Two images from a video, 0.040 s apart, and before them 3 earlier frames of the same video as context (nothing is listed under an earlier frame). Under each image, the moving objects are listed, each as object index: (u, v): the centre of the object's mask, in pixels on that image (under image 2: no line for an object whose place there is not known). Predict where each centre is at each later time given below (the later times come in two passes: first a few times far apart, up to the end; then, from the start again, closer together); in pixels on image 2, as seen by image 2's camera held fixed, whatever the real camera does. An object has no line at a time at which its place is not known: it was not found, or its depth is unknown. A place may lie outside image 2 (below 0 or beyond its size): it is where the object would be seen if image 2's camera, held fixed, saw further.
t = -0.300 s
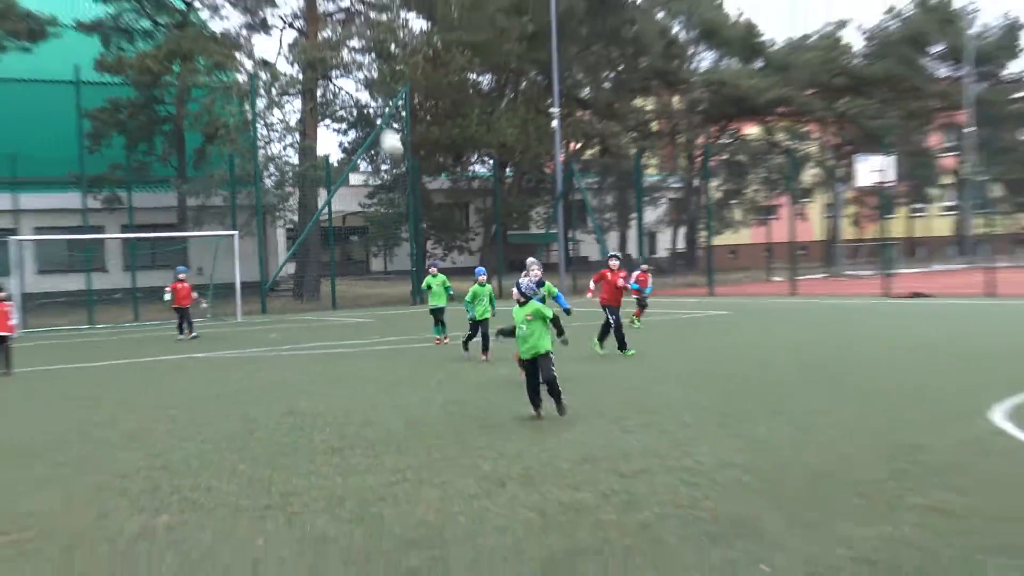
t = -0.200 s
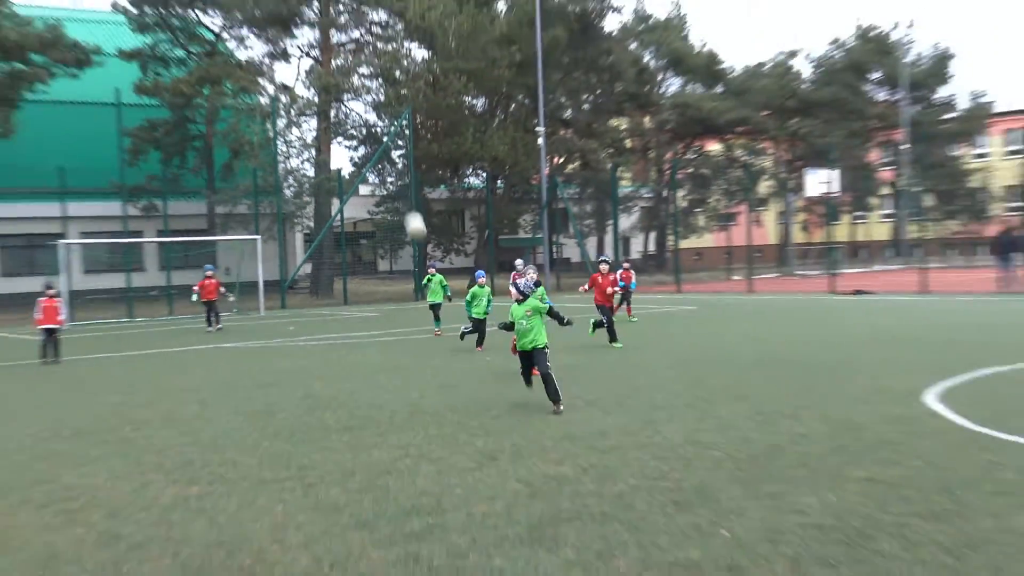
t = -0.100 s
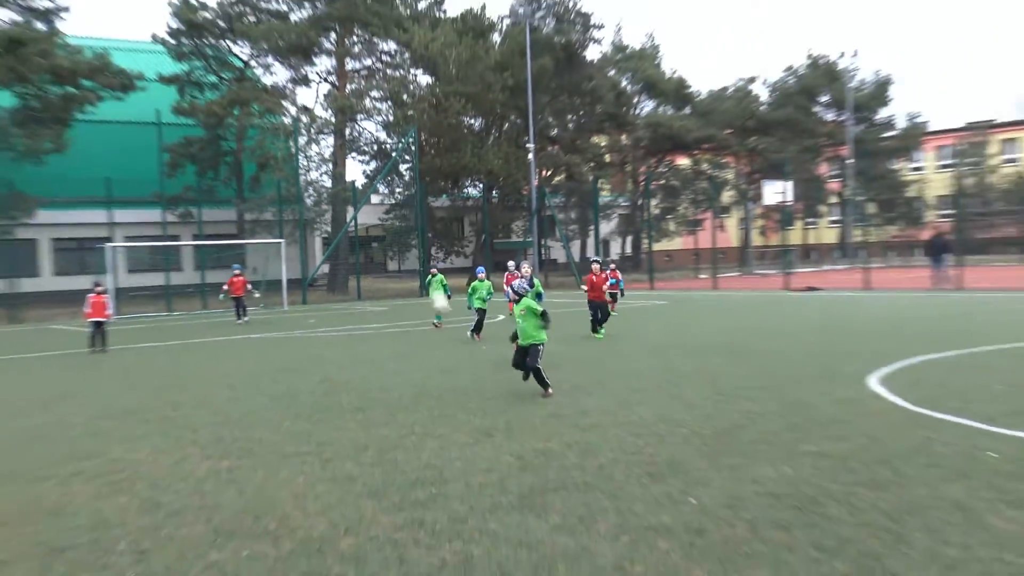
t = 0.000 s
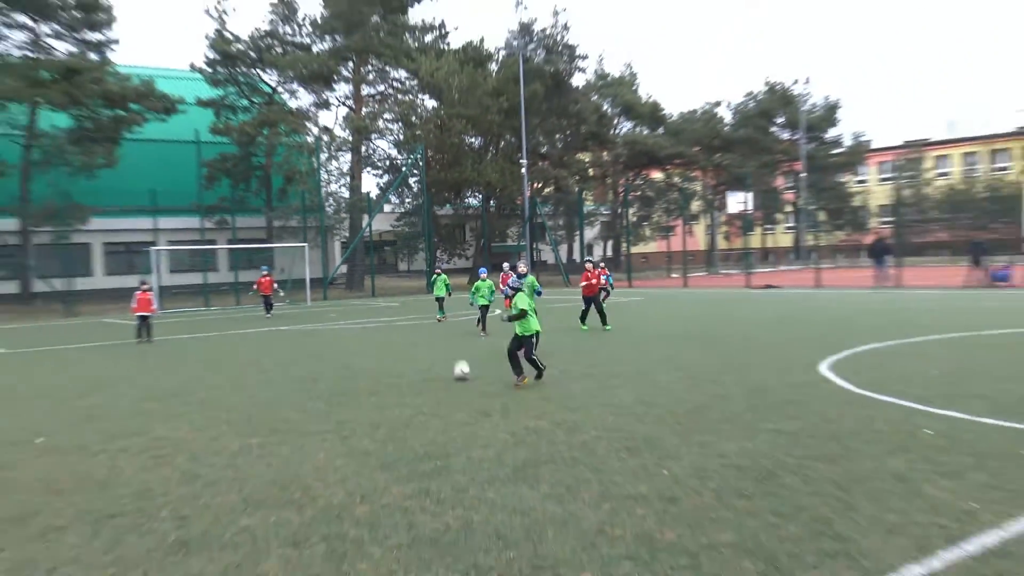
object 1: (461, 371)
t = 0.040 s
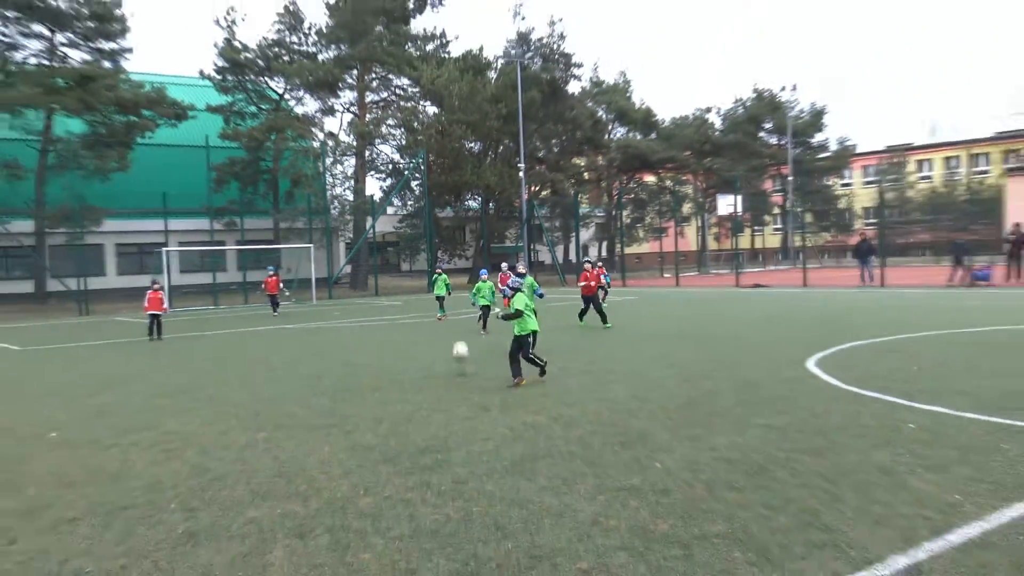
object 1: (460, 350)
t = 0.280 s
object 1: (451, 271)
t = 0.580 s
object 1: (442, 239)
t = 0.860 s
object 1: (438, 287)
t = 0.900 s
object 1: (438, 302)
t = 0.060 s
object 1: (460, 343)
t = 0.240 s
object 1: (452, 282)
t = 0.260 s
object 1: (452, 277)
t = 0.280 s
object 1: (451, 271)
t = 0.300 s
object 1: (450, 266)
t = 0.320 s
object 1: (450, 263)
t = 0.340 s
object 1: (449, 259)
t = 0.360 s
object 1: (448, 256)
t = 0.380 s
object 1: (447, 253)
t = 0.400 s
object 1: (447, 250)
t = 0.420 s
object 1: (446, 249)
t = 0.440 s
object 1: (446, 246)
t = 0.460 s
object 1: (445, 245)
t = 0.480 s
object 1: (444, 243)
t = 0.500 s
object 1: (443, 240)
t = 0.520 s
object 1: (443, 239)
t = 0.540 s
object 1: (443, 239)
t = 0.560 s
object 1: (442, 239)
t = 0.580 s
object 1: (442, 239)
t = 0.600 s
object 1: (441, 239)
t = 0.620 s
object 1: (441, 240)
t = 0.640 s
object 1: (441, 241)
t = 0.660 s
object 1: (440, 243)
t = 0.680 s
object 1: (440, 245)
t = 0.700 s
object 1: (439, 248)
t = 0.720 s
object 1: (439, 251)
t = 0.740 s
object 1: (439, 254)
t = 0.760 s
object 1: (439, 258)
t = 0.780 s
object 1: (439, 263)
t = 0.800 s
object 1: (438, 268)
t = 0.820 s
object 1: (438, 274)
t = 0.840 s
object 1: (438, 280)
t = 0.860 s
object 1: (438, 287)
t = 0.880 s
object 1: (438, 294)
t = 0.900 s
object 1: (438, 302)
